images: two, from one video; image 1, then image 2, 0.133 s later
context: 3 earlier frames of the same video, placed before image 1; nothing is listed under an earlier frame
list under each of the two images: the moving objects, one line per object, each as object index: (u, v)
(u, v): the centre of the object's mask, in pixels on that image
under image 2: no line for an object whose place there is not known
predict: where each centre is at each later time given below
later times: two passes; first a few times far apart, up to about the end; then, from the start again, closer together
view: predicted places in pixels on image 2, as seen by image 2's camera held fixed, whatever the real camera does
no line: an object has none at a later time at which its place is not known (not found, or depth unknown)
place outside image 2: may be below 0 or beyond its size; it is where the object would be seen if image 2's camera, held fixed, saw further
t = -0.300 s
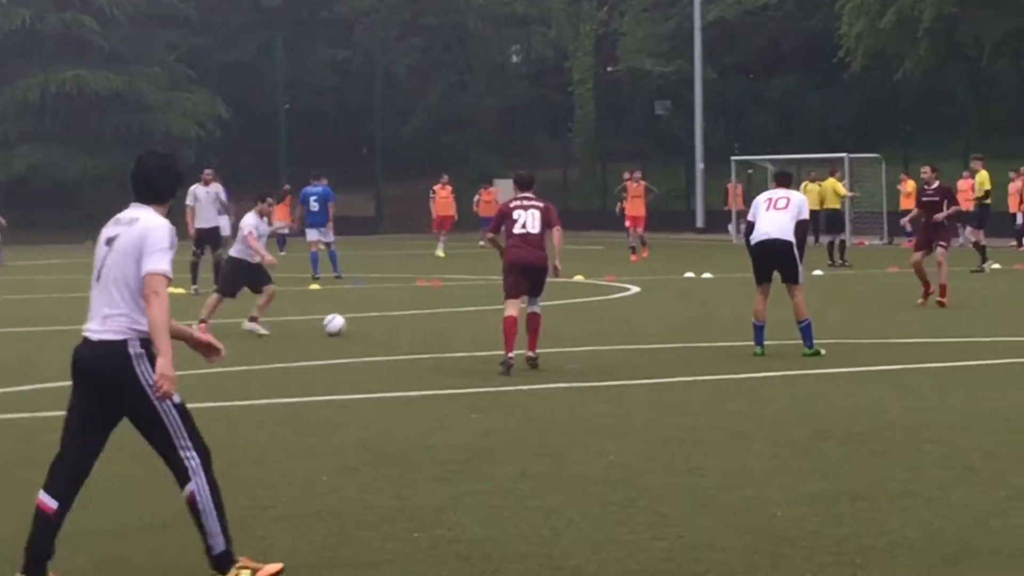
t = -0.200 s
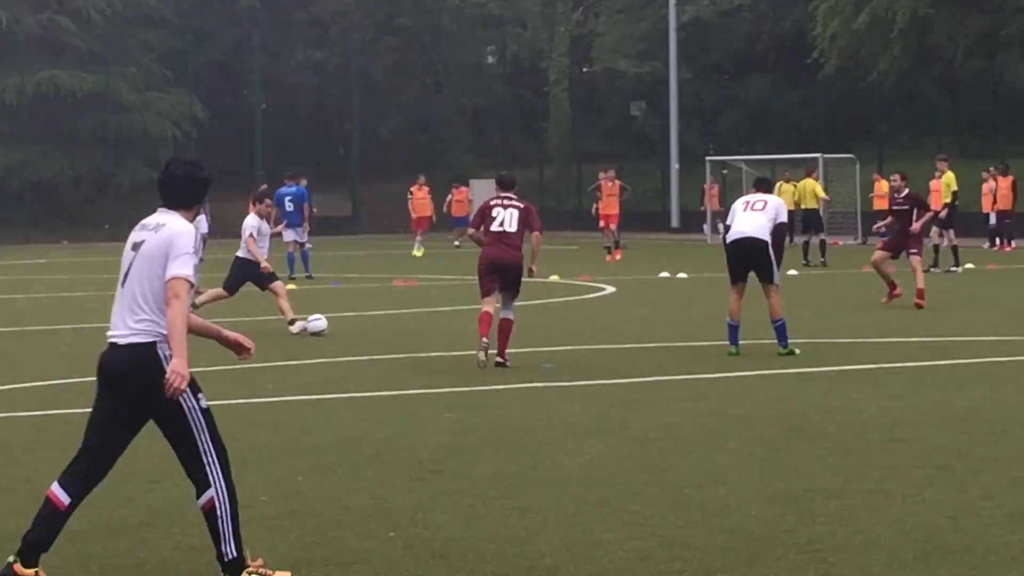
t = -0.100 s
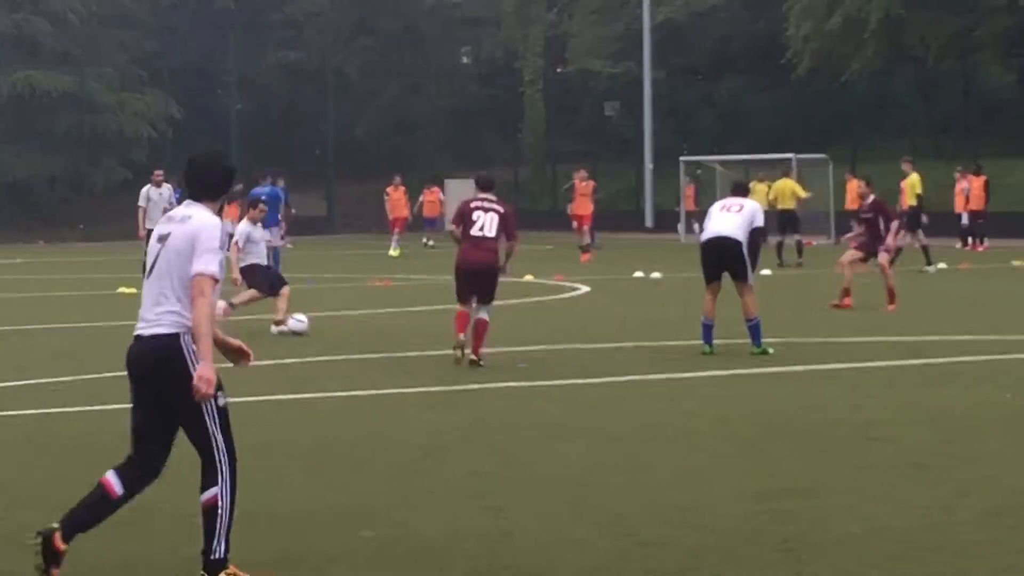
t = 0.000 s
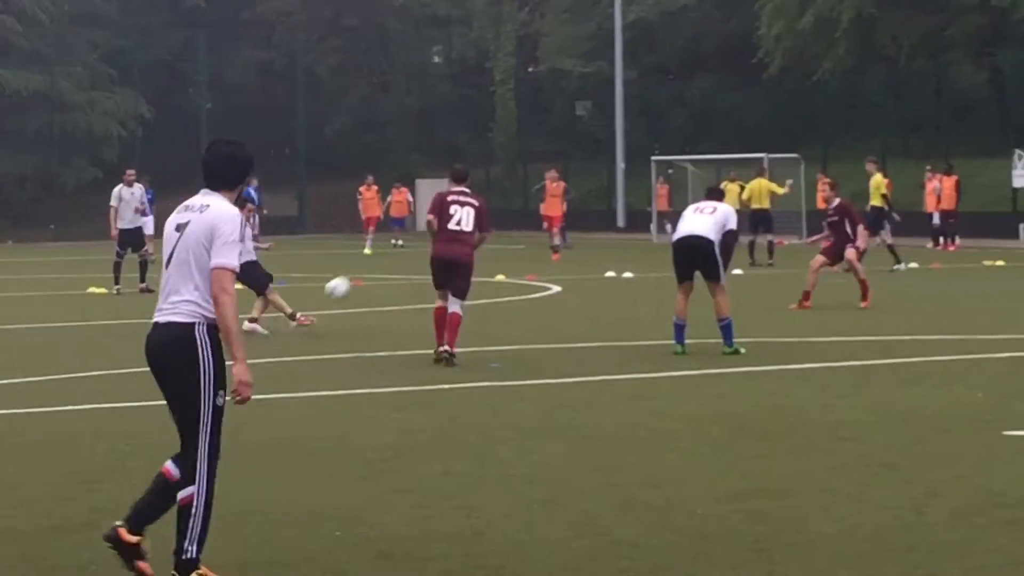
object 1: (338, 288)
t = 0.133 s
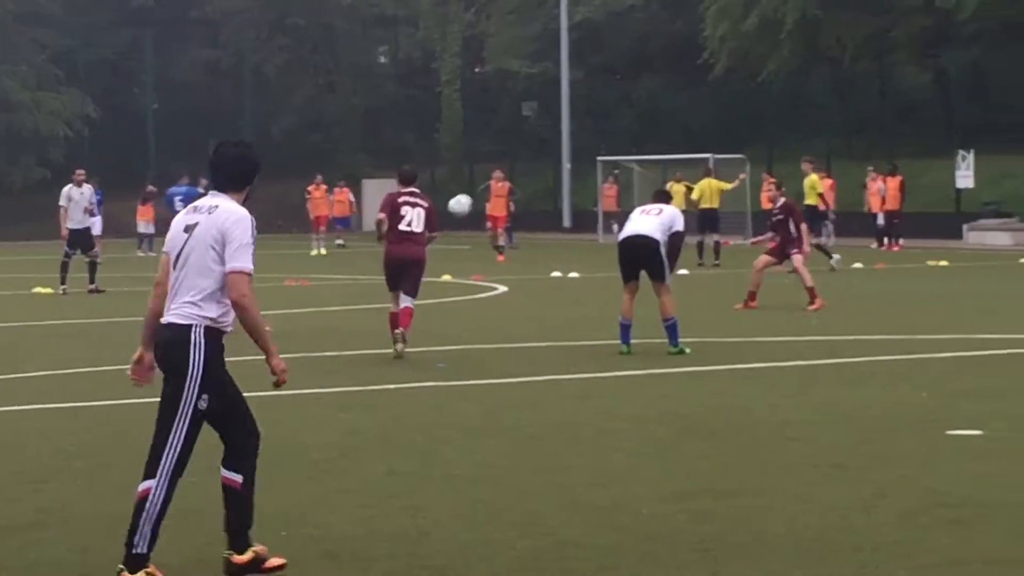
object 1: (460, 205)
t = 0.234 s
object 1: (586, 154)
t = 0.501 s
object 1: (906, 51)
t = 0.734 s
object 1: (1168, 7)
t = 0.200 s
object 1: (544, 170)
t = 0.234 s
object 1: (586, 154)
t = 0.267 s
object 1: (628, 138)
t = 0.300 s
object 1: (669, 123)
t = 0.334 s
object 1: (709, 109)
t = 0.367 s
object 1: (749, 97)
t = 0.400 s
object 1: (789, 84)
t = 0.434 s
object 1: (828, 73)
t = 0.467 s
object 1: (867, 62)
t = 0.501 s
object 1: (906, 51)
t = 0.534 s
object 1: (945, 42)
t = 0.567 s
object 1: (983, 34)
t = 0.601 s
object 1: (1021, 27)
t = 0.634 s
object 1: (1059, 21)
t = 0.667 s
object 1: (1095, 16)
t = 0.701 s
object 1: (1132, 11)
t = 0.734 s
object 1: (1168, 7)
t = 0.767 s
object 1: (1204, 4)
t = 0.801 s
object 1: (1240, 1)
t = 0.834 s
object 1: (1276, 0)
